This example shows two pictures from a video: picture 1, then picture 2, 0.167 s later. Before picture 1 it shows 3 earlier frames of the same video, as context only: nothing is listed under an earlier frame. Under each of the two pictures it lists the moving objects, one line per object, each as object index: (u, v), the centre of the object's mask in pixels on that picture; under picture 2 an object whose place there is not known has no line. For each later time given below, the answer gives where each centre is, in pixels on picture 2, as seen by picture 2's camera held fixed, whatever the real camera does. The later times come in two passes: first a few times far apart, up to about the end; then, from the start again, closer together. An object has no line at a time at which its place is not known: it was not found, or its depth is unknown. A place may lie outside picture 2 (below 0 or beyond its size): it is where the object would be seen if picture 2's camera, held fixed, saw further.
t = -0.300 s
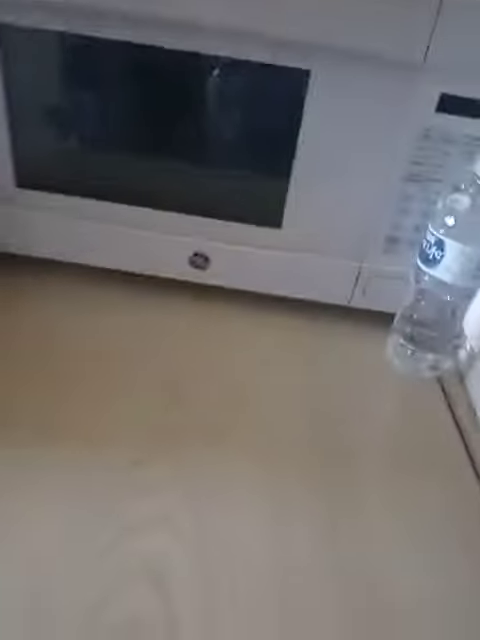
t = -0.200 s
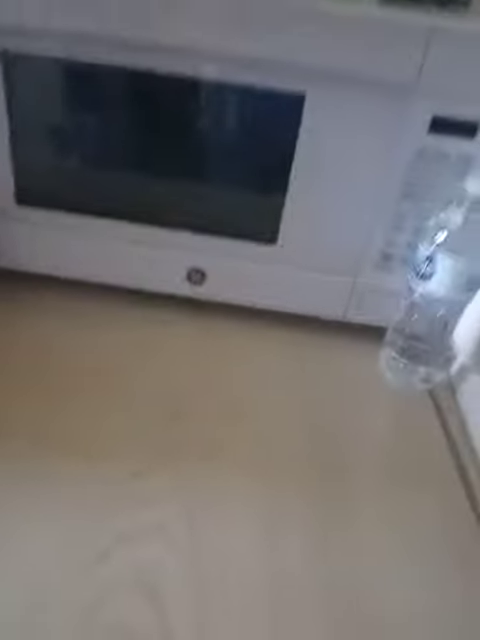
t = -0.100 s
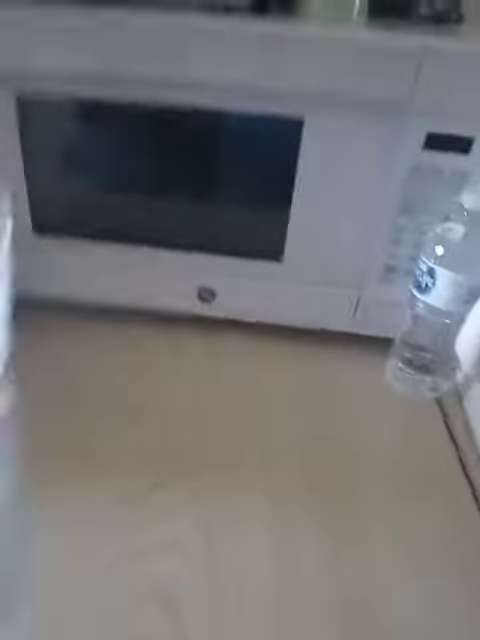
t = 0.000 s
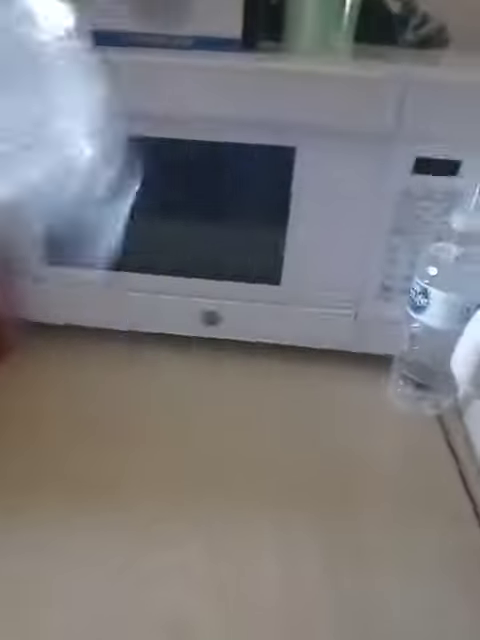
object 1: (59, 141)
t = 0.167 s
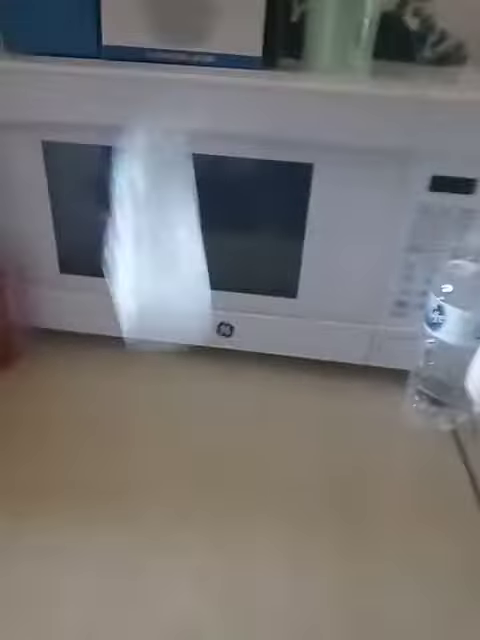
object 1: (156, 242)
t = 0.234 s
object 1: (171, 325)
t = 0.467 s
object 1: (137, 397)
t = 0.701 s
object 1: (130, 402)
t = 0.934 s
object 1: (130, 404)
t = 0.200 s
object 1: (165, 279)
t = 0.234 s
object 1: (171, 325)
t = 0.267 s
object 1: (169, 357)
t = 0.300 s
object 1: (162, 364)
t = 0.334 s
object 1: (159, 386)
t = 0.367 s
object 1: (152, 394)
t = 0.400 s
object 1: (144, 398)
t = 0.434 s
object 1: (141, 397)
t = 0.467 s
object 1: (137, 397)
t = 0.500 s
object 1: (138, 398)
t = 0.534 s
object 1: (137, 399)
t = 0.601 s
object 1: (130, 402)
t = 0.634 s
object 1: (131, 403)
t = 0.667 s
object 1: (131, 403)
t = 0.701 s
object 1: (130, 402)
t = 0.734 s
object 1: (130, 403)
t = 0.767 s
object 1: (130, 404)
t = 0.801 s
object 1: (130, 405)
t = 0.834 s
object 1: (129, 403)
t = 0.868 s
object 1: (129, 403)
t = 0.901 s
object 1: (131, 403)
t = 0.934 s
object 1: (130, 404)
